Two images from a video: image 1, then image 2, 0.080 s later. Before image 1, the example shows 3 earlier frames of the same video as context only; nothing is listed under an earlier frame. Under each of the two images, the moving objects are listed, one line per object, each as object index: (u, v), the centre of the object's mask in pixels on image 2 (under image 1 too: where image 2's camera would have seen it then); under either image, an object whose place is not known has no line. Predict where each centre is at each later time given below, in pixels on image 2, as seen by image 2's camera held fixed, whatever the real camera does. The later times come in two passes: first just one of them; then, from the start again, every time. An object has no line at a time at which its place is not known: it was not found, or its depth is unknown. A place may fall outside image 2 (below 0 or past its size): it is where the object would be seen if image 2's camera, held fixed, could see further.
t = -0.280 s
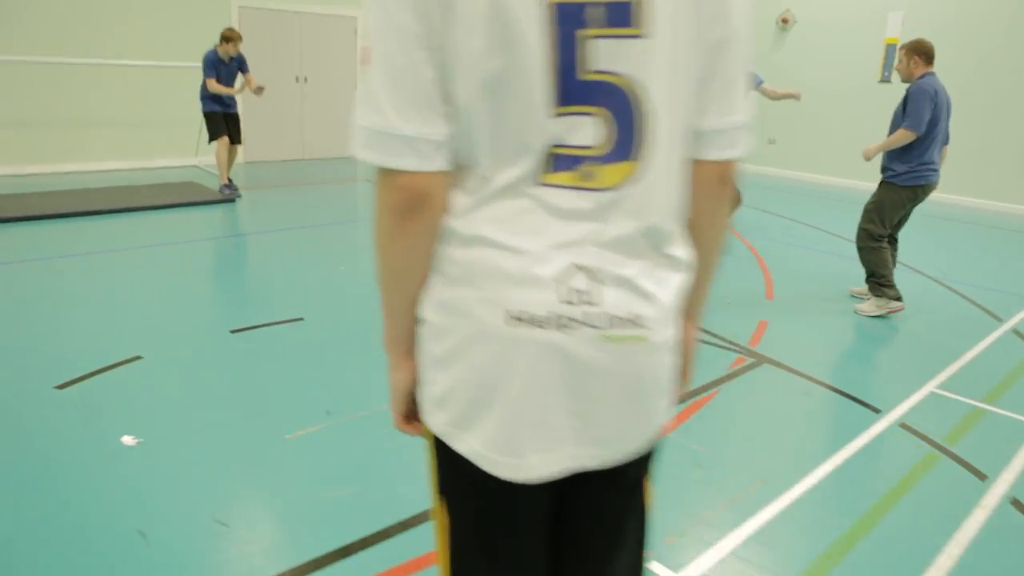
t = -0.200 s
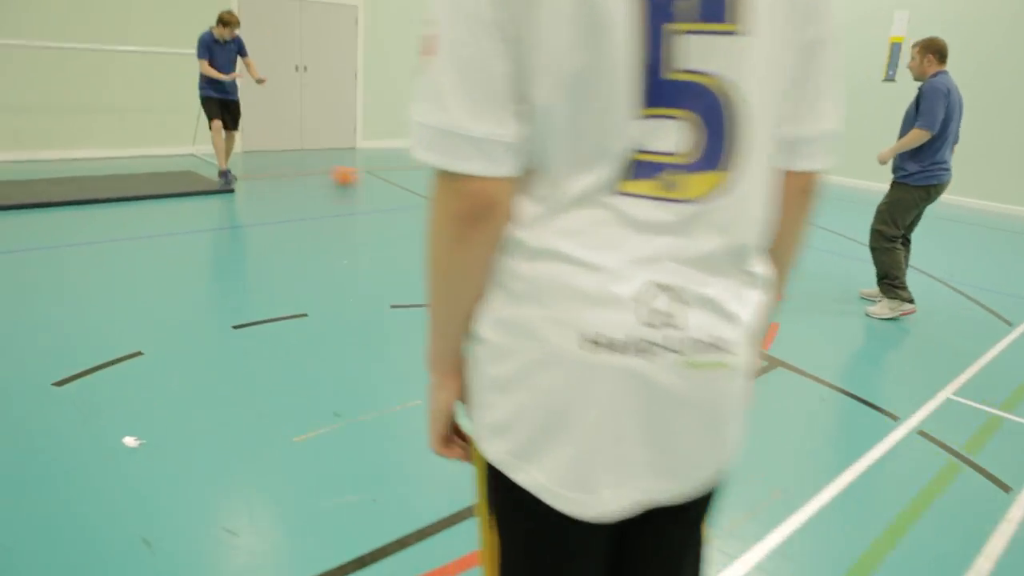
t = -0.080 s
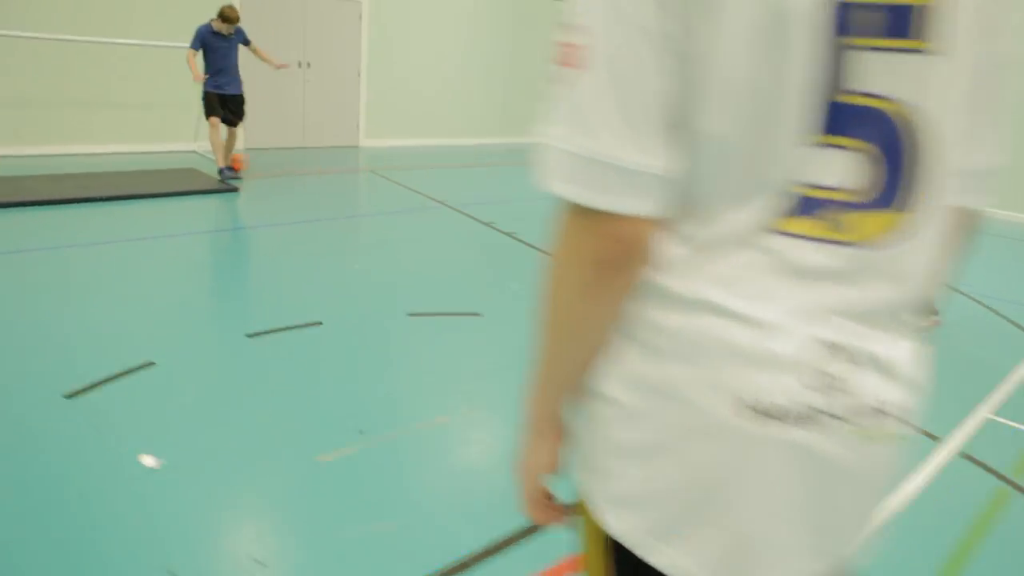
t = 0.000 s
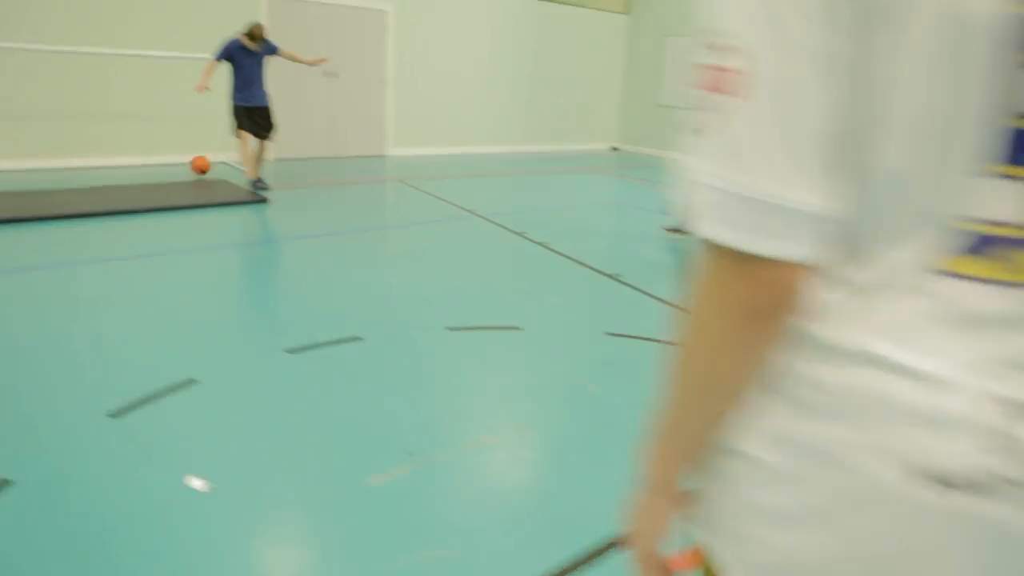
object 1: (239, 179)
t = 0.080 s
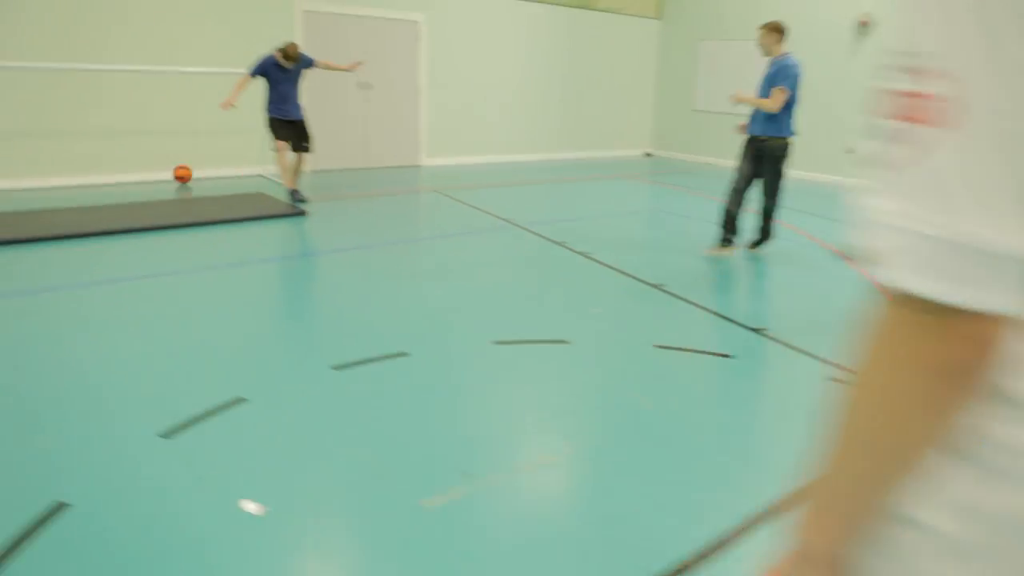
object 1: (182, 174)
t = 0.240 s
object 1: (118, 133)
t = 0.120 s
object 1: (158, 170)
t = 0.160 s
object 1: (145, 157)
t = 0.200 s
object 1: (132, 145)
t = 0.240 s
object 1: (118, 133)
